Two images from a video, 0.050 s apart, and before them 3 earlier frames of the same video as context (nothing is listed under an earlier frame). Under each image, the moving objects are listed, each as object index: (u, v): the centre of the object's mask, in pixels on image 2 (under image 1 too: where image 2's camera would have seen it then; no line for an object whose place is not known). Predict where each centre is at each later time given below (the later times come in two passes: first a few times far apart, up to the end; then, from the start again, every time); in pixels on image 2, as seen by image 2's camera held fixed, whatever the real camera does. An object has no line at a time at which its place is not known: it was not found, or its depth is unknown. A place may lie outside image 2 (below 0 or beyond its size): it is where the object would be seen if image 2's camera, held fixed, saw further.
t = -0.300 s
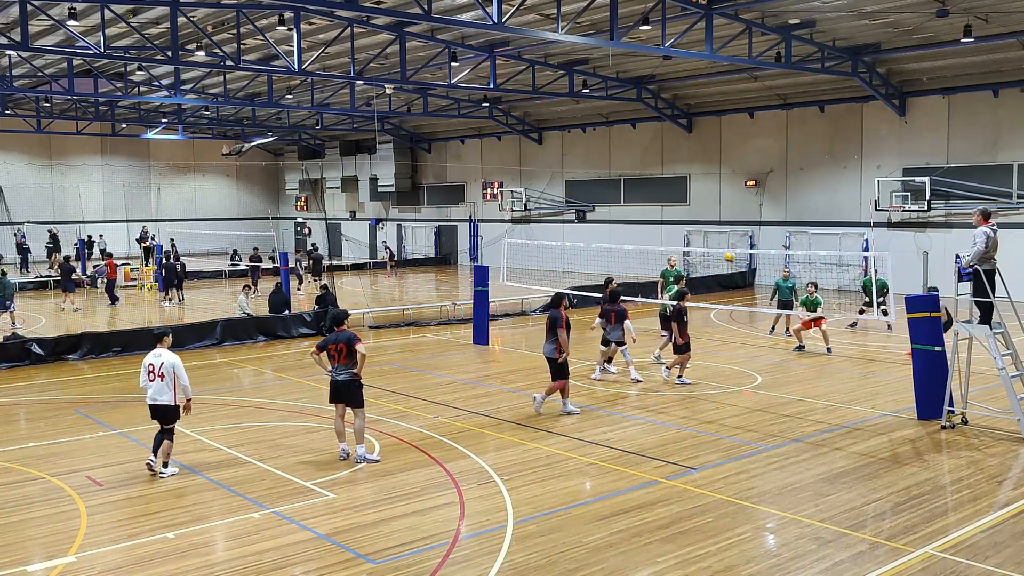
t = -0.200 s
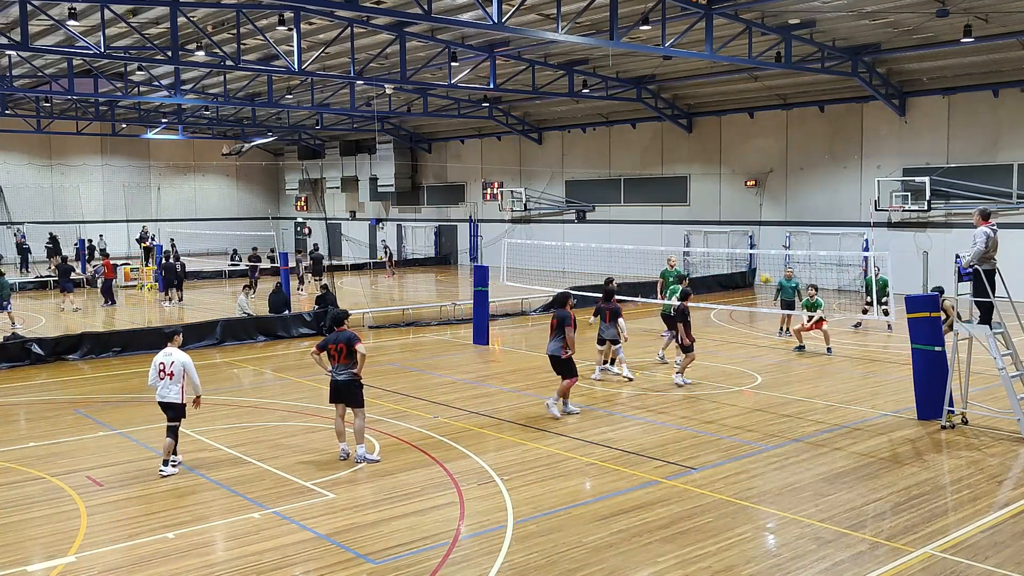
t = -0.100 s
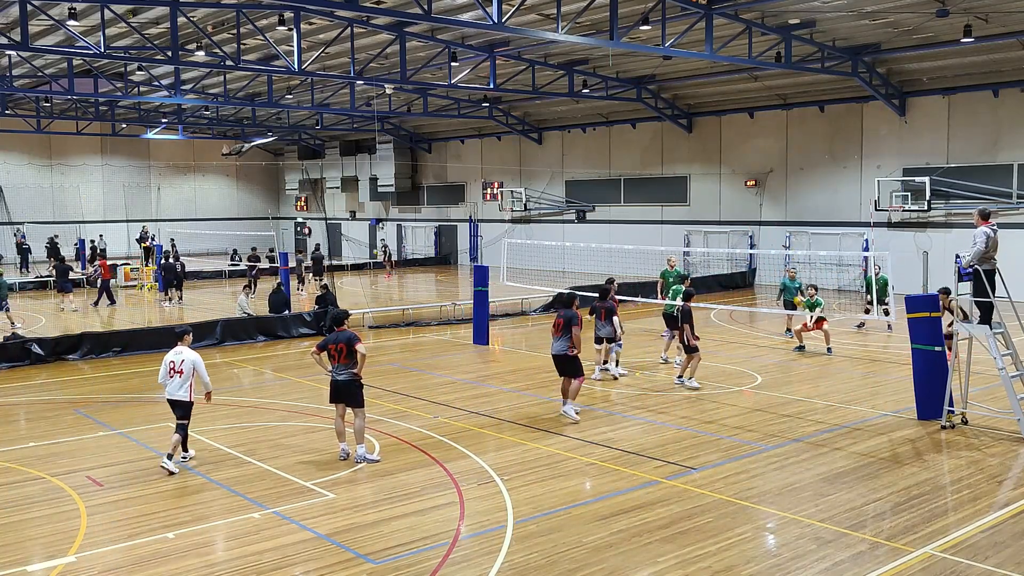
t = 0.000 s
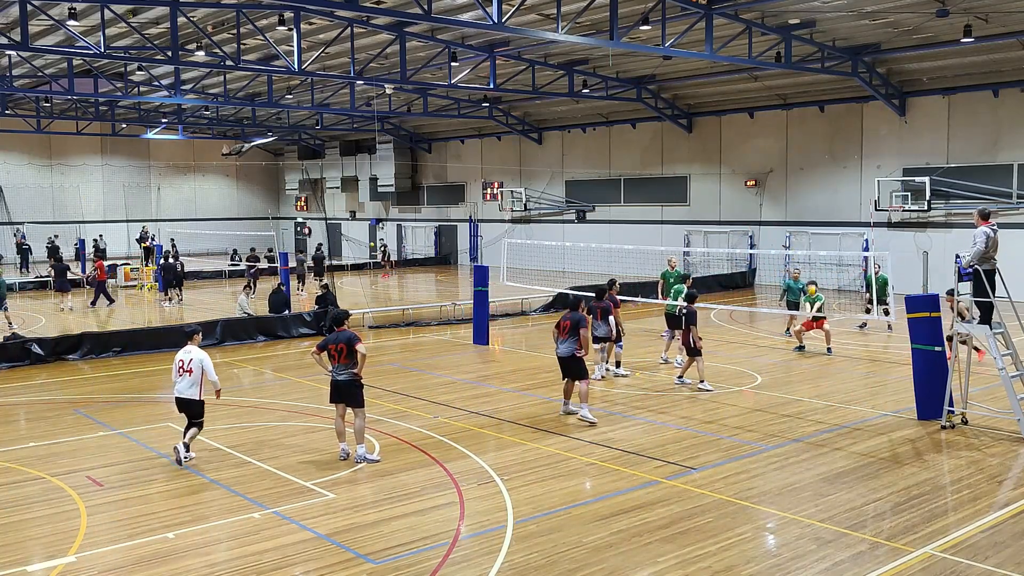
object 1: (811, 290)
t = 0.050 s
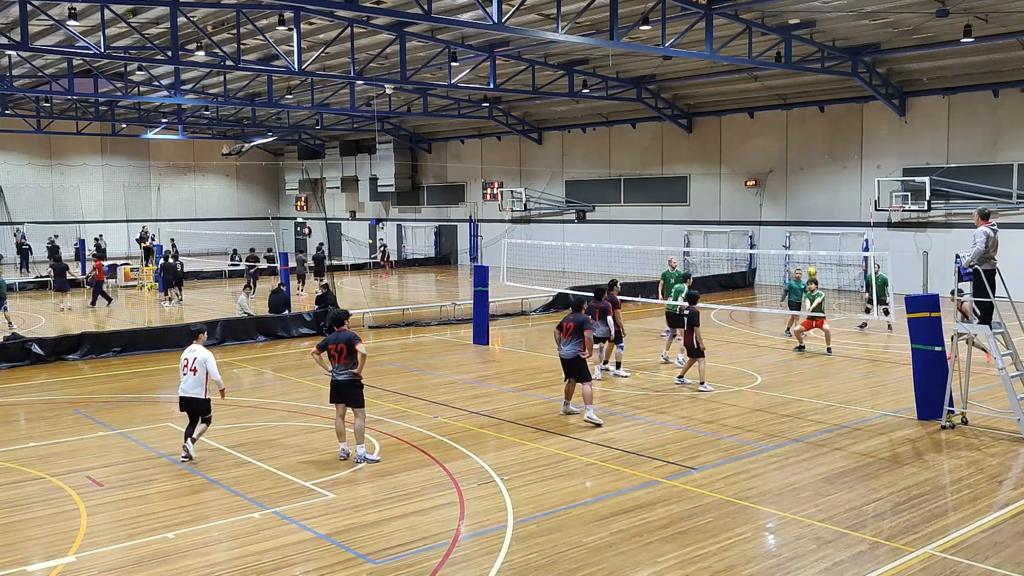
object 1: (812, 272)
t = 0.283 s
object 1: (807, 204)
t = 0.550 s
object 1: (802, 154)
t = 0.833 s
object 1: (797, 139)
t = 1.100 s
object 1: (791, 164)
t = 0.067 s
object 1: (811, 267)
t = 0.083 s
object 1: (810, 261)
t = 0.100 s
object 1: (810, 258)
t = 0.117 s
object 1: (809, 251)
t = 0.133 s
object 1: (809, 246)
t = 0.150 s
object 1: (809, 240)
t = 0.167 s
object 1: (809, 235)
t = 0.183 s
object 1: (809, 230)
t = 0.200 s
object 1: (808, 225)
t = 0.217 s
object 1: (808, 221)
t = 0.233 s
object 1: (808, 217)
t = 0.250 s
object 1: (807, 212)
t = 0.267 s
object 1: (807, 208)
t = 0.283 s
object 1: (807, 204)
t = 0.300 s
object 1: (807, 200)
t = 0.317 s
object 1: (807, 196)
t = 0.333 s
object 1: (806, 192)
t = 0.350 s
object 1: (805, 188)
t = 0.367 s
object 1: (805, 185)
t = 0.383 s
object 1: (805, 182)
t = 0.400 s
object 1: (805, 178)
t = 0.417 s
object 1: (804, 175)
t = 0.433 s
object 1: (804, 172)
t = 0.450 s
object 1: (804, 169)
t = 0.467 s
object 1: (804, 167)
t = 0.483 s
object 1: (803, 164)
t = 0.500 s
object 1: (803, 162)
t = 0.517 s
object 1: (803, 159)
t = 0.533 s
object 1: (803, 156)
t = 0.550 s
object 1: (802, 154)
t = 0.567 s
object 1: (802, 152)
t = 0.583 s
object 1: (802, 151)
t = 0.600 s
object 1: (801, 149)
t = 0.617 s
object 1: (801, 148)
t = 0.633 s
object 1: (801, 146)
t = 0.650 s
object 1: (800, 145)
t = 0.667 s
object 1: (800, 143)
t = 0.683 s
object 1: (800, 143)
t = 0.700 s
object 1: (799, 142)
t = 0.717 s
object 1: (799, 141)
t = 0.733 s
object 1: (799, 140)
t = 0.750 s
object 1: (798, 140)
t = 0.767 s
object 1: (798, 139)
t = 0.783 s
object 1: (798, 139)
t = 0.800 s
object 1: (798, 139)
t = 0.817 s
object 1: (797, 139)
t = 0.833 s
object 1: (797, 139)
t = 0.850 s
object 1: (796, 140)
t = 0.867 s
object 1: (796, 140)
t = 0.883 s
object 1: (796, 141)
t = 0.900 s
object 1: (795, 142)
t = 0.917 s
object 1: (795, 143)
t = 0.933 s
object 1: (794, 144)
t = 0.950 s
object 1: (794, 145)
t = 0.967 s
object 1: (794, 146)
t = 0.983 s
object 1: (793, 148)
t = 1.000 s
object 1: (793, 150)
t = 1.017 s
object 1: (793, 152)
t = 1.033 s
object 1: (792, 154)
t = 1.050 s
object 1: (792, 156)
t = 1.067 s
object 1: (792, 158)
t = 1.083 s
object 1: (791, 161)
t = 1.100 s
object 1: (791, 164)
